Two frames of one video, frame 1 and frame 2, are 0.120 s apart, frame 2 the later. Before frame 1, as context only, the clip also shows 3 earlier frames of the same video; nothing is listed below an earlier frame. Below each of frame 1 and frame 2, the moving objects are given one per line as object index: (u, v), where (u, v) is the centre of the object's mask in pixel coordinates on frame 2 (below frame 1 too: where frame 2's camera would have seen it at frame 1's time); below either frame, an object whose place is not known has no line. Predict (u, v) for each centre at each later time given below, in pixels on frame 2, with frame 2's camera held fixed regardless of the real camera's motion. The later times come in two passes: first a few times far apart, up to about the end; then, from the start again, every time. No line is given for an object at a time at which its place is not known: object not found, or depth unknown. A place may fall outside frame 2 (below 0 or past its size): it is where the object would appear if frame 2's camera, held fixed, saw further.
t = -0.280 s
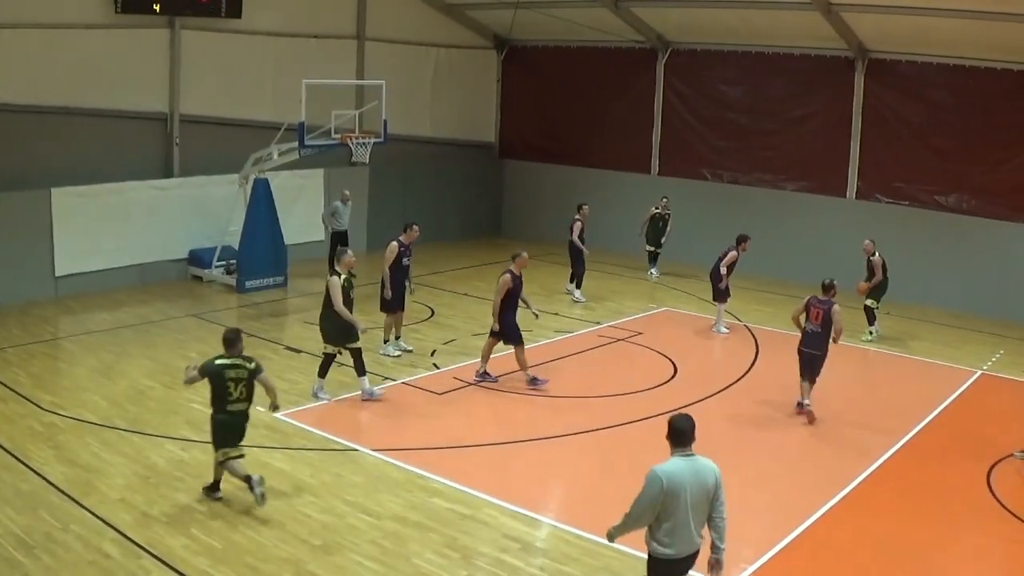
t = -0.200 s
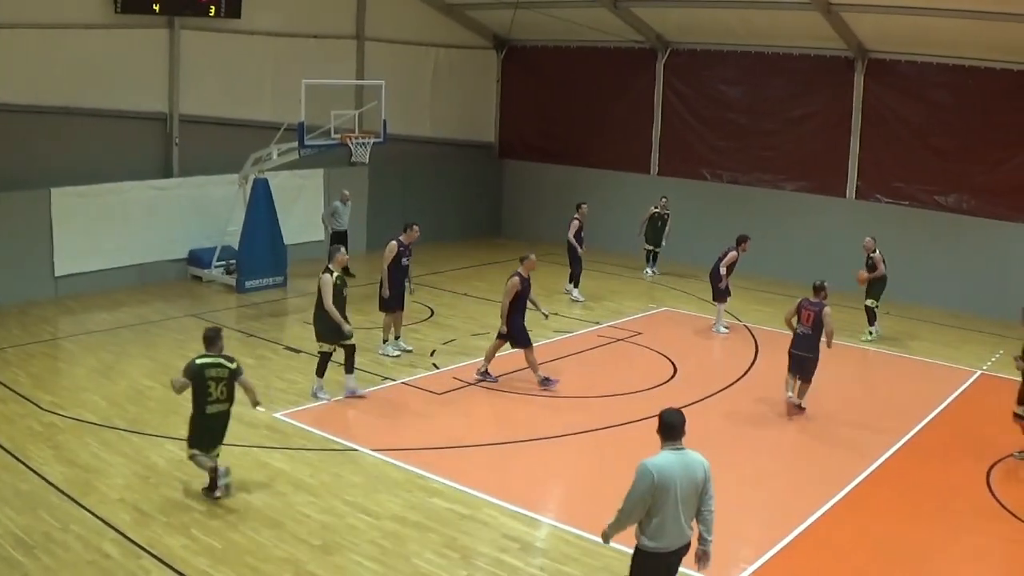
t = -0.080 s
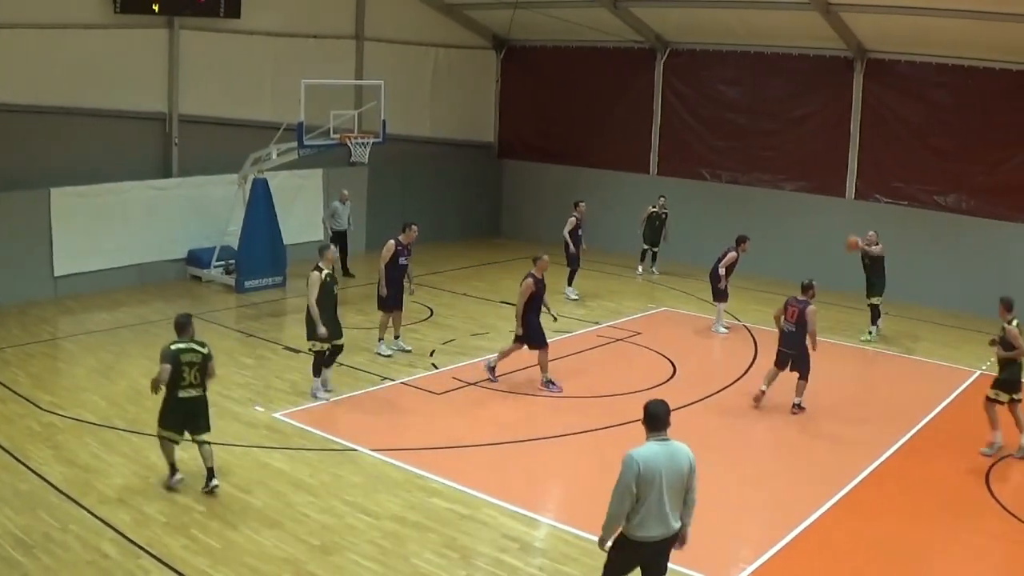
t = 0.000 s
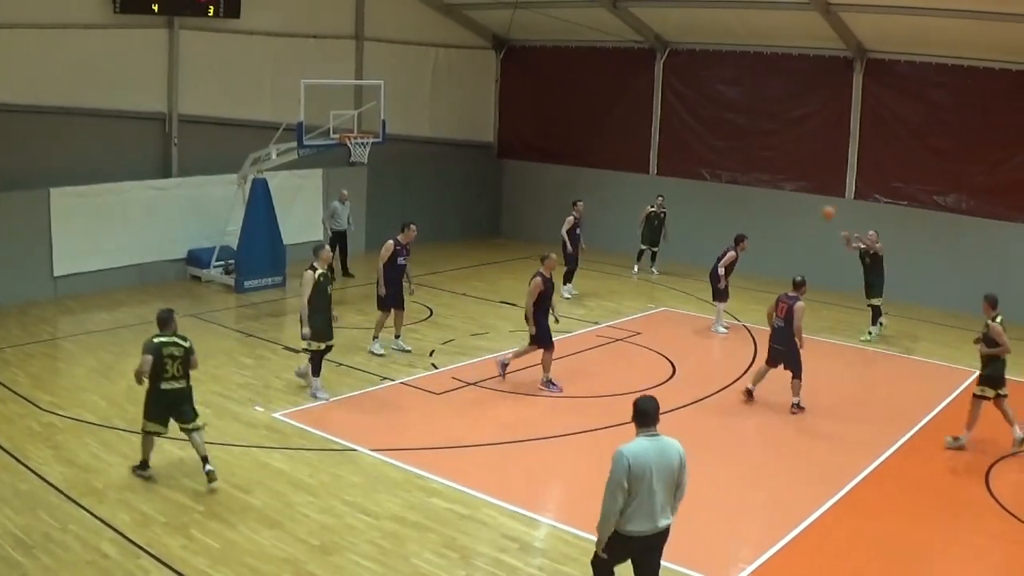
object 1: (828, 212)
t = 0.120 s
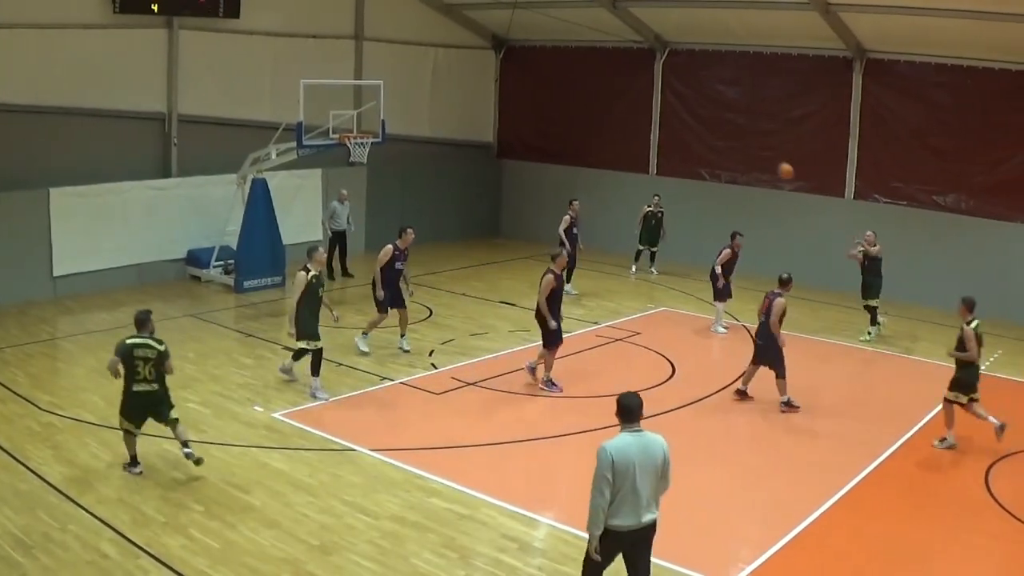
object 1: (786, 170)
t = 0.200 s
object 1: (754, 146)
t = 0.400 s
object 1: (666, 95)
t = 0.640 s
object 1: (538, 64)
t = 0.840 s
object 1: (414, 70)
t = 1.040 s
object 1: (274, 114)
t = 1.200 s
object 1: (154, 179)
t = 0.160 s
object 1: (770, 158)
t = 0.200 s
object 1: (754, 146)
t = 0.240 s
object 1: (738, 134)
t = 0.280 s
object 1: (721, 123)
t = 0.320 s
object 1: (702, 113)
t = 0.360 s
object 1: (685, 103)
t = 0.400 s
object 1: (666, 95)
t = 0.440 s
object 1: (645, 87)
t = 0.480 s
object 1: (625, 81)
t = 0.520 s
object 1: (604, 75)
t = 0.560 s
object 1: (583, 70)
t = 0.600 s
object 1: (561, 66)
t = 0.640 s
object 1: (538, 64)
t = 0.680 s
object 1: (514, 62)
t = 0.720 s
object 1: (491, 62)
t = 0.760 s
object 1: (466, 62)
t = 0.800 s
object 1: (440, 66)
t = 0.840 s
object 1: (414, 70)
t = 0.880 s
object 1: (387, 75)
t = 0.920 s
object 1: (360, 82)
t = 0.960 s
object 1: (331, 92)
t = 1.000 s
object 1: (303, 102)
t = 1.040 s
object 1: (274, 114)
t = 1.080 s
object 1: (244, 128)
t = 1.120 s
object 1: (215, 142)
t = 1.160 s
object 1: (185, 159)
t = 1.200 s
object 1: (154, 179)
